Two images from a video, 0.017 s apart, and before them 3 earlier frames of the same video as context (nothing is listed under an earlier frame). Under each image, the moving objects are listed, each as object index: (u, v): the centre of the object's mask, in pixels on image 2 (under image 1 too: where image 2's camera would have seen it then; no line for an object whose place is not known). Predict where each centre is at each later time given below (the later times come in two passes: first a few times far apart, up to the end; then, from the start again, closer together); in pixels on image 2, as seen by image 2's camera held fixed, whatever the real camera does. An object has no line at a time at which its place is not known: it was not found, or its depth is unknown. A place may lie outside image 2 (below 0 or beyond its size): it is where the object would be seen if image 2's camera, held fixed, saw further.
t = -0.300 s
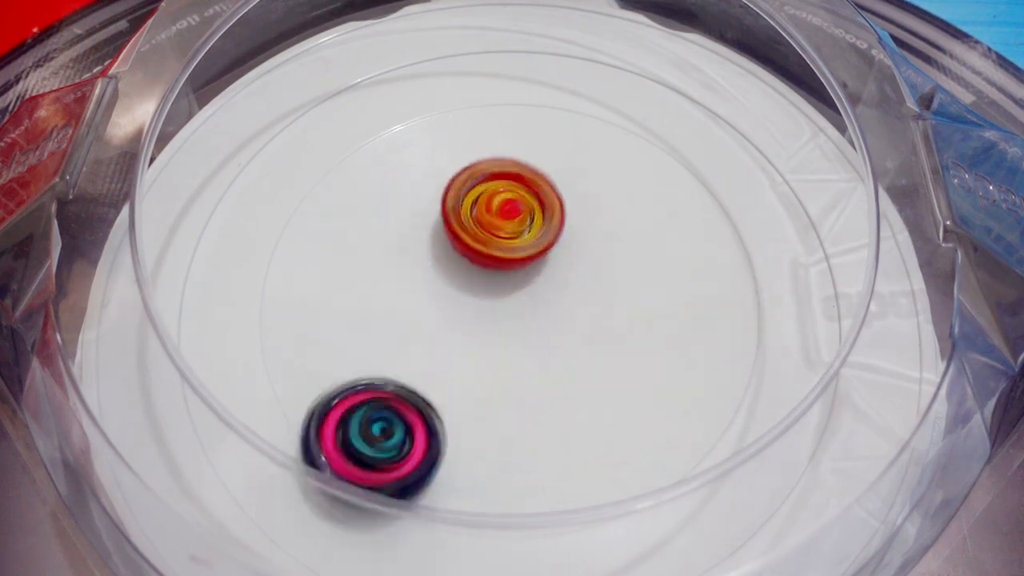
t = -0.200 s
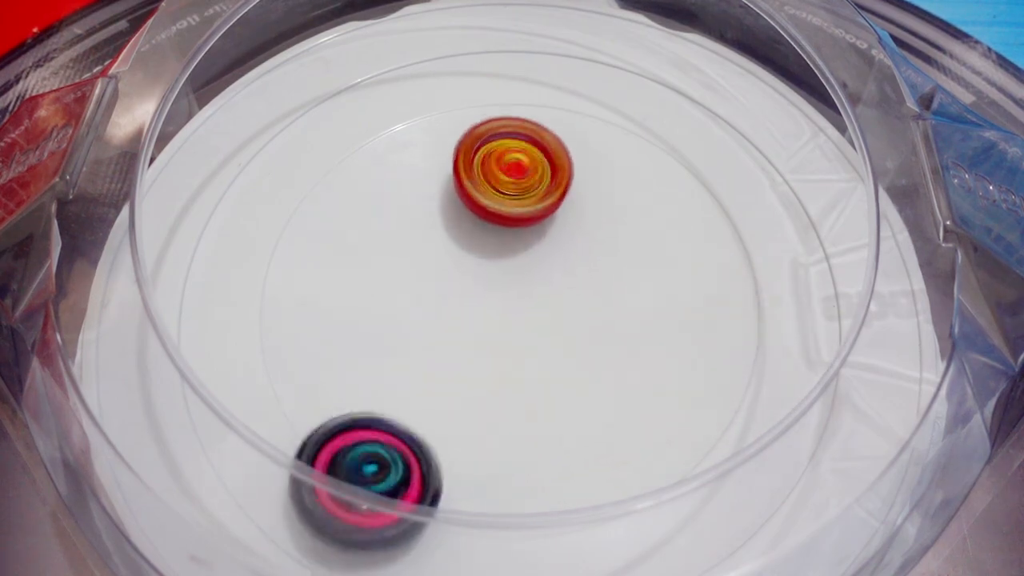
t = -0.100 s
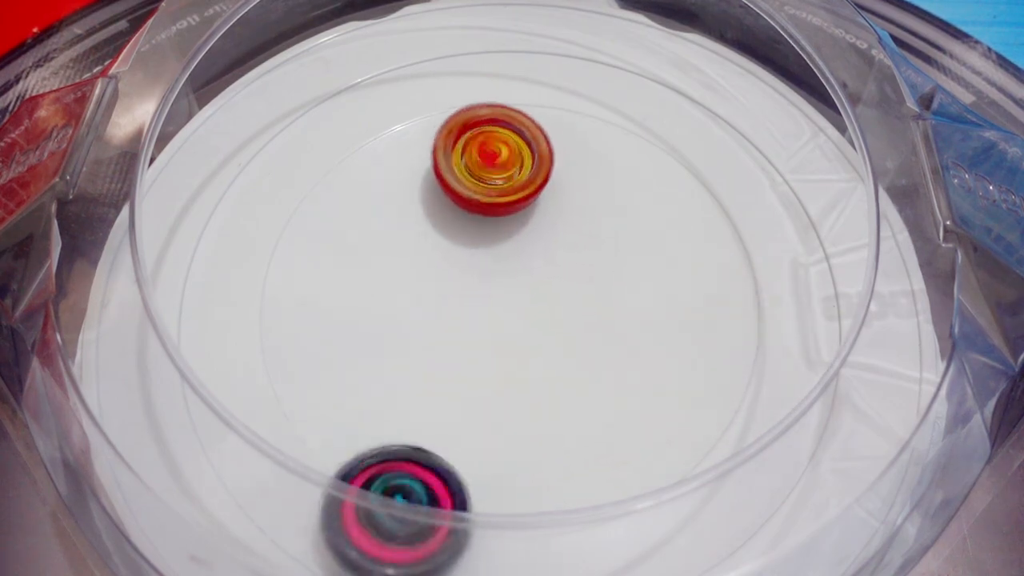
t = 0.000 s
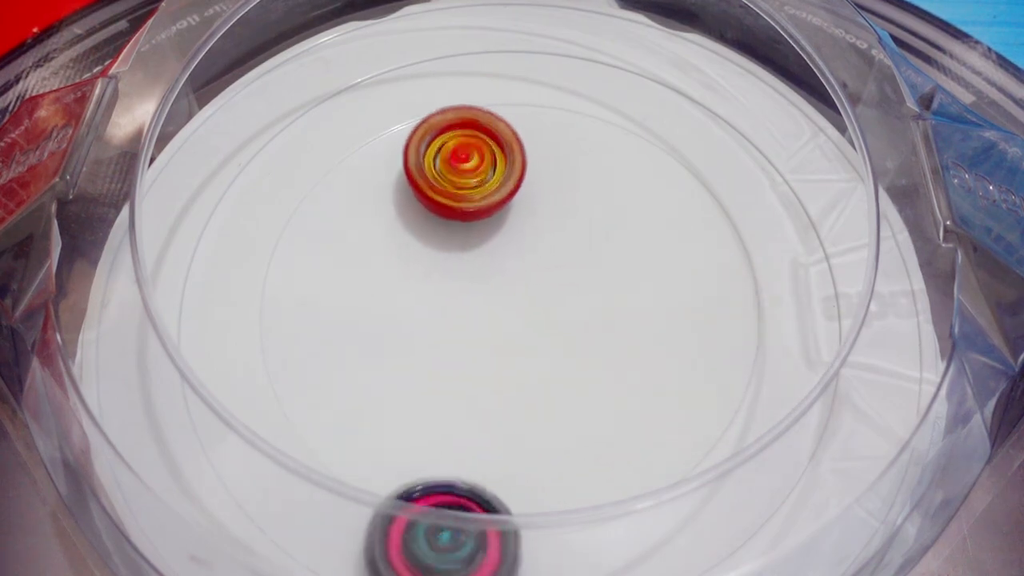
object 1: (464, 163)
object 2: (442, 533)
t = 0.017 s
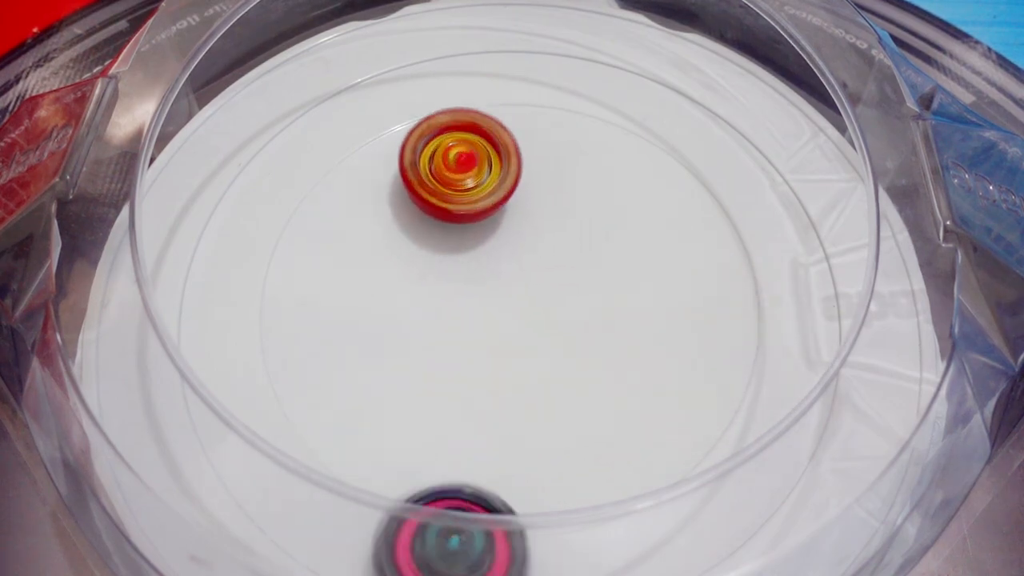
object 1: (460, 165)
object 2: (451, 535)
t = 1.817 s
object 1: (589, 388)
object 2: (439, 229)
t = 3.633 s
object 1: (471, 295)
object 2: (600, 329)
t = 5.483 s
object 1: (555, 270)
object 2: (440, 322)
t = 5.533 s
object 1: (555, 266)
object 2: (440, 332)
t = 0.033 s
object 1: (456, 167)
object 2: (459, 537)
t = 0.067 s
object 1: (449, 174)
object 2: (476, 541)
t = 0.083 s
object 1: (446, 177)
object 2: (485, 543)
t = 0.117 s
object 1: (440, 186)
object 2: (502, 546)
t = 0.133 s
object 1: (439, 192)
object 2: (510, 548)
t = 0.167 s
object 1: (435, 203)
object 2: (530, 553)
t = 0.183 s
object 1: (434, 210)
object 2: (539, 551)
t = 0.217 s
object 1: (434, 225)
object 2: (557, 553)
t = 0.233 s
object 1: (435, 233)
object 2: (566, 552)
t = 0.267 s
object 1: (440, 251)
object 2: (583, 551)
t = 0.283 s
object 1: (444, 260)
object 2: (591, 550)
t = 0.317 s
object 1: (455, 278)
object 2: (608, 549)
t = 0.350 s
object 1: (471, 294)
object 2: (626, 548)
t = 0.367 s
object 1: (479, 301)
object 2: (637, 547)
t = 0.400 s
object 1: (499, 313)
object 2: (653, 544)
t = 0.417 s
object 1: (509, 317)
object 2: (660, 542)
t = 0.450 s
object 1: (531, 323)
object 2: (675, 539)
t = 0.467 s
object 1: (542, 325)
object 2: (682, 537)
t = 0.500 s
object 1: (564, 325)
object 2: (696, 534)
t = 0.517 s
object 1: (575, 324)
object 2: (703, 532)
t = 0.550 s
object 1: (594, 319)
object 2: (716, 527)
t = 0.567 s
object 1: (603, 314)
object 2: (721, 525)
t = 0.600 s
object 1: (619, 305)
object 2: (734, 519)
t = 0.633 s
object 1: (631, 294)
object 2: (748, 512)
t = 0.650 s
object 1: (636, 289)
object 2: (747, 498)
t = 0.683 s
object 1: (643, 279)
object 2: (758, 488)
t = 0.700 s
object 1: (645, 274)
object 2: (763, 483)
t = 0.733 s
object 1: (646, 265)
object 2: (771, 471)
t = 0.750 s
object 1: (645, 261)
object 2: (774, 464)
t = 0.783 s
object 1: (642, 253)
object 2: (780, 450)
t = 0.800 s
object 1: (639, 250)
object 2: (783, 444)
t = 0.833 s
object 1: (631, 244)
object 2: (788, 431)
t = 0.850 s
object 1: (626, 242)
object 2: (793, 428)
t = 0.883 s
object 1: (615, 238)
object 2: (791, 410)
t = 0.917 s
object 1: (602, 235)
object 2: (792, 397)
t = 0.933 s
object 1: (595, 234)
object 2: (794, 390)
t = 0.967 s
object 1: (579, 234)
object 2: (794, 376)
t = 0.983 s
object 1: (570, 235)
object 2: (793, 370)
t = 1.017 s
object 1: (552, 238)
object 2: (791, 358)
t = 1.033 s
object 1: (543, 240)
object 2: (783, 347)
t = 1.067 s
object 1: (524, 248)
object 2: (785, 337)
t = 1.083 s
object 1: (515, 253)
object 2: (785, 332)
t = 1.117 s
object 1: (499, 264)
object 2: (786, 321)
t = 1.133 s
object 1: (492, 271)
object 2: (786, 315)
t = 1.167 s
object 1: (479, 285)
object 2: (782, 303)
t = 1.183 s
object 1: (473, 293)
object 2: (780, 298)
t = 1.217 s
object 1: (465, 309)
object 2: (775, 287)
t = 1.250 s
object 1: (460, 325)
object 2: (768, 276)
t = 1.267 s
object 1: (459, 333)
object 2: (764, 270)
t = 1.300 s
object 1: (460, 349)
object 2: (755, 263)
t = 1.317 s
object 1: (462, 356)
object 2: (749, 261)
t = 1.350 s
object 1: (468, 369)
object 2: (732, 260)
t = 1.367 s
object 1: (472, 376)
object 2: (722, 261)
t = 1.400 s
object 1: (482, 386)
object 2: (702, 263)
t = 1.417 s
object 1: (487, 390)
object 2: (692, 264)
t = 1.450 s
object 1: (497, 396)
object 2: (669, 268)
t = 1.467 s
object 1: (503, 399)
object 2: (658, 270)
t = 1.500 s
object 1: (513, 401)
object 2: (634, 274)
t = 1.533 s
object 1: (523, 399)
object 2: (609, 278)
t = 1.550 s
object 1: (527, 397)
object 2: (596, 279)
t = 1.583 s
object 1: (536, 391)
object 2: (571, 281)
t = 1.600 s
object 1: (540, 388)
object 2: (558, 280)
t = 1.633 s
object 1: (547, 379)
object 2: (532, 278)
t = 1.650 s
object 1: (548, 375)
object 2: (519, 278)
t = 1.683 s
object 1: (553, 373)
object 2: (501, 276)
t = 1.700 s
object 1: (559, 377)
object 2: (491, 268)
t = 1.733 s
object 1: (570, 383)
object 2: (470, 251)
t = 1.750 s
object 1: (575, 385)
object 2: (461, 244)
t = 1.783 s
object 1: (583, 387)
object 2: (447, 234)
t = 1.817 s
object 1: (589, 388)
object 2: (439, 229)
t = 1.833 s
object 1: (592, 387)
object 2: (437, 227)
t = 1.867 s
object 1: (596, 385)
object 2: (432, 224)
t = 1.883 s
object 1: (597, 383)
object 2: (429, 222)
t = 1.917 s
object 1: (598, 378)
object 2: (425, 221)
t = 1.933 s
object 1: (598, 375)
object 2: (425, 221)
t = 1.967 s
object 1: (597, 369)
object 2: (421, 221)
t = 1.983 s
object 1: (595, 365)
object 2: (419, 221)
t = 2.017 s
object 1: (591, 357)
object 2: (417, 222)
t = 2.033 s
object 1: (588, 352)
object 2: (417, 223)
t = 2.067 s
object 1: (582, 343)
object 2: (415, 226)
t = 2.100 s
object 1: (573, 332)
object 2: (415, 229)
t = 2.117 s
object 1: (568, 327)
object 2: (414, 230)
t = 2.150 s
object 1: (557, 316)
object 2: (415, 235)
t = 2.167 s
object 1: (550, 312)
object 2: (417, 237)
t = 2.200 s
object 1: (536, 303)
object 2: (419, 243)
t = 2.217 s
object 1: (528, 299)
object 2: (419, 245)
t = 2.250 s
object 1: (540, 304)
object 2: (403, 240)
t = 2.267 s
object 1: (547, 306)
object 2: (395, 239)
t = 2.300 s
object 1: (556, 309)
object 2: (385, 238)
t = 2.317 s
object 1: (560, 310)
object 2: (383, 239)
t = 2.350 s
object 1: (564, 309)
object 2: (384, 243)
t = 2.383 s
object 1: (564, 305)
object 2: (386, 248)
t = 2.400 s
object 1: (564, 303)
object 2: (387, 251)
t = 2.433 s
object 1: (562, 296)
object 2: (392, 257)
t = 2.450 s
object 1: (560, 293)
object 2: (396, 261)
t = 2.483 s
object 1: (555, 287)
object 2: (404, 267)
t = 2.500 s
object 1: (553, 284)
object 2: (407, 270)
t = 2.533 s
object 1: (546, 280)
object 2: (417, 277)
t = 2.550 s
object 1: (544, 278)
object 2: (419, 281)
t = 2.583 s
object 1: (560, 274)
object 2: (410, 284)
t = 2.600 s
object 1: (565, 271)
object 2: (409, 287)
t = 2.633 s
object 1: (570, 266)
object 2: (411, 292)
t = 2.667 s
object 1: (570, 261)
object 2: (417, 297)
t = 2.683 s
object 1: (569, 257)
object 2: (420, 299)
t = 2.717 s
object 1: (563, 252)
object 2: (429, 303)
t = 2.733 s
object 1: (559, 250)
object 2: (435, 306)
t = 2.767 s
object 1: (552, 246)
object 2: (444, 311)
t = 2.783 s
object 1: (548, 244)
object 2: (449, 314)
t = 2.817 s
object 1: (547, 237)
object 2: (452, 321)
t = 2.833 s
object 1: (548, 232)
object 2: (452, 326)
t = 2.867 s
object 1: (545, 226)
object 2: (456, 333)
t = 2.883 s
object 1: (541, 224)
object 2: (460, 335)
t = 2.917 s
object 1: (533, 221)
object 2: (468, 339)
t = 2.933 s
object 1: (529, 220)
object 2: (472, 341)
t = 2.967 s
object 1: (520, 220)
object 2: (479, 344)
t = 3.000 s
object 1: (511, 223)
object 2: (488, 345)
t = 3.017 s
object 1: (507, 225)
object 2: (492, 347)
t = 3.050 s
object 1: (499, 230)
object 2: (501, 348)
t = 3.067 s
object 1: (496, 233)
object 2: (507, 349)
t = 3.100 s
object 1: (489, 238)
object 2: (516, 353)
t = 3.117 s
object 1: (486, 240)
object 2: (519, 355)
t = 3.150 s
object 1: (482, 245)
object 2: (527, 356)
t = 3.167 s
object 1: (481, 250)
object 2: (531, 357)
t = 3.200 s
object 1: (478, 256)
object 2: (539, 359)
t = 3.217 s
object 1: (476, 256)
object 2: (544, 362)
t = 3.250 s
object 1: (472, 256)
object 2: (553, 366)
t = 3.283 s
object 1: (469, 261)
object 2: (559, 367)
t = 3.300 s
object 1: (469, 263)
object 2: (562, 366)
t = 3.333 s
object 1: (467, 269)
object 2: (567, 363)
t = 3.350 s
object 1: (467, 273)
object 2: (568, 362)
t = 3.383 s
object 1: (468, 278)
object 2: (573, 359)
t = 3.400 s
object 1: (469, 281)
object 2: (575, 357)
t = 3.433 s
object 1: (472, 287)
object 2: (578, 352)
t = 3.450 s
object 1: (472, 288)
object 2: (581, 350)
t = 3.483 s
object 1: (470, 288)
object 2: (589, 348)
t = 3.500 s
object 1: (470, 289)
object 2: (592, 347)
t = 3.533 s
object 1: (470, 291)
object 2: (596, 344)
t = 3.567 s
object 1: (471, 293)
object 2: (596, 339)
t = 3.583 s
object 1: (472, 294)
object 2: (597, 337)
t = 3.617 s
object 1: (472, 295)
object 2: (598, 332)
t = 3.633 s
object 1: (471, 295)
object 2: (600, 329)
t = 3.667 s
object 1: (471, 295)
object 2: (600, 325)
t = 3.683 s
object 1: (472, 296)
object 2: (599, 322)
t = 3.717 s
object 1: (472, 294)
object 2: (598, 317)
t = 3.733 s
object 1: (469, 293)
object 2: (599, 316)
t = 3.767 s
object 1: (463, 290)
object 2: (601, 314)
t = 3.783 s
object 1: (462, 289)
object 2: (600, 312)
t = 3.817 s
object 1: (459, 288)
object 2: (596, 308)
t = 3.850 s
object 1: (456, 287)
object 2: (589, 304)
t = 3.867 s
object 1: (455, 287)
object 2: (586, 301)
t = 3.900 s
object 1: (455, 287)
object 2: (579, 295)
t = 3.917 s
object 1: (452, 286)
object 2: (578, 292)
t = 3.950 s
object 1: (449, 286)
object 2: (575, 286)
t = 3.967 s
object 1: (448, 286)
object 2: (573, 285)
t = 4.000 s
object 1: (445, 287)
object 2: (571, 278)
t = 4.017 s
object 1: (444, 288)
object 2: (571, 274)
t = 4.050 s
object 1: (443, 290)
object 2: (568, 269)
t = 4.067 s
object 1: (444, 290)
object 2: (566, 266)
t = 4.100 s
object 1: (446, 293)
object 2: (562, 261)
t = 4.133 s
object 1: (446, 295)
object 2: (560, 254)
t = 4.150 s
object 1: (448, 296)
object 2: (559, 251)
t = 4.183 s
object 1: (450, 298)
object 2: (556, 246)
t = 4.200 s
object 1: (451, 299)
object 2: (555, 244)
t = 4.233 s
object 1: (454, 300)
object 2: (552, 240)
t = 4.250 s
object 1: (454, 302)
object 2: (551, 236)
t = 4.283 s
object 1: (457, 304)
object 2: (549, 232)
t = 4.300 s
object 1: (460, 304)
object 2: (548, 231)
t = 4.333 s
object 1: (457, 313)
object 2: (548, 223)
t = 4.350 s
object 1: (454, 319)
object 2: (551, 215)
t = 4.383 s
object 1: (454, 328)
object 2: (554, 207)
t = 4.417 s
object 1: (460, 334)
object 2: (552, 204)
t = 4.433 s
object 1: (464, 336)
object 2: (550, 203)
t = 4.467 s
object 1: (472, 339)
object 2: (548, 203)
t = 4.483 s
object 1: (478, 341)
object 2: (546, 204)
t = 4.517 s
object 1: (488, 341)
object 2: (541, 206)
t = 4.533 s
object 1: (493, 341)
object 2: (538, 208)
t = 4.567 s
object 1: (503, 339)
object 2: (533, 211)
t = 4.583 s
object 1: (508, 336)
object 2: (530, 213)
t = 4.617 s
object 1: (517, 332)
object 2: (523, 218)
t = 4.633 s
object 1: (521, 329)
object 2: (520, 219)
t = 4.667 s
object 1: (530, 327)
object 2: (513, 220)
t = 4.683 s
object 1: (534, 328)
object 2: (510, 219)
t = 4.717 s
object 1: (541, 326)
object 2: (503, 220)
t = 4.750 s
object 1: (549, 320)
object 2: (497, 221)
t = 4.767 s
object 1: (553, 317)
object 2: (495, 223)
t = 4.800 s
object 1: (558, 317)
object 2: (490, 223)
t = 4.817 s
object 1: (563, 320)
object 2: (486, 220)
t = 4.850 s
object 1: (570, 322)
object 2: (481, 216)
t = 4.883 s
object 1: (573, 321)
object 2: (479, 216)
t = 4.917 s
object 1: (578, 318)
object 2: (475, 220)
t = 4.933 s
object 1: (580, 316)
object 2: (474, 222)
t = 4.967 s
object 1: (583, 312)
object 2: (473, 228)
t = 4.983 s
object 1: (584, 309)
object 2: (472, 232)
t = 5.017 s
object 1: (585, 304)
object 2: (470, 240)
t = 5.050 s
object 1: (584, 299)
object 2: (469, 248)
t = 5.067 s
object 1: (583, 296)
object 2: (469, 252)
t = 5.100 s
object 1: (582, 294)
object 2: (465, 259)
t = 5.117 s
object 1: (585, 293)
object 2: (461, 261)
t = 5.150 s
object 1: (585, 291)
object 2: (455, 266)
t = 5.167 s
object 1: (583, 289)
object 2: (453, 269)
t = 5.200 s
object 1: (579, 286)
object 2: (452, 275)
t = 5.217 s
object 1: (578, 285)
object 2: (450, 279)
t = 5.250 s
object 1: (571, 283)
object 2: (449, 286)
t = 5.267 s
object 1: (571, 282)
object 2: (447, 289)
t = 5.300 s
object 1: (570, 281)
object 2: (442, 292)
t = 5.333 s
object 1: (566, 279)
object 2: (441, 297)
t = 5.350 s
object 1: (564, 278)
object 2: (441, 300)
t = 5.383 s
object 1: (562, 277)
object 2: (440, 306)
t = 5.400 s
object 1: (561, 276)
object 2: (439, 308)
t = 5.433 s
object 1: (560, 273)
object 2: (437, 314)
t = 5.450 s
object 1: (559, 272)
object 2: (438, 317)
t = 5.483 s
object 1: (555, 270)
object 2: (440, 322)
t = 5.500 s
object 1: (554, 270)
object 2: (442, 324)
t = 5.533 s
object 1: (555, 266)
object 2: (440, 332)
